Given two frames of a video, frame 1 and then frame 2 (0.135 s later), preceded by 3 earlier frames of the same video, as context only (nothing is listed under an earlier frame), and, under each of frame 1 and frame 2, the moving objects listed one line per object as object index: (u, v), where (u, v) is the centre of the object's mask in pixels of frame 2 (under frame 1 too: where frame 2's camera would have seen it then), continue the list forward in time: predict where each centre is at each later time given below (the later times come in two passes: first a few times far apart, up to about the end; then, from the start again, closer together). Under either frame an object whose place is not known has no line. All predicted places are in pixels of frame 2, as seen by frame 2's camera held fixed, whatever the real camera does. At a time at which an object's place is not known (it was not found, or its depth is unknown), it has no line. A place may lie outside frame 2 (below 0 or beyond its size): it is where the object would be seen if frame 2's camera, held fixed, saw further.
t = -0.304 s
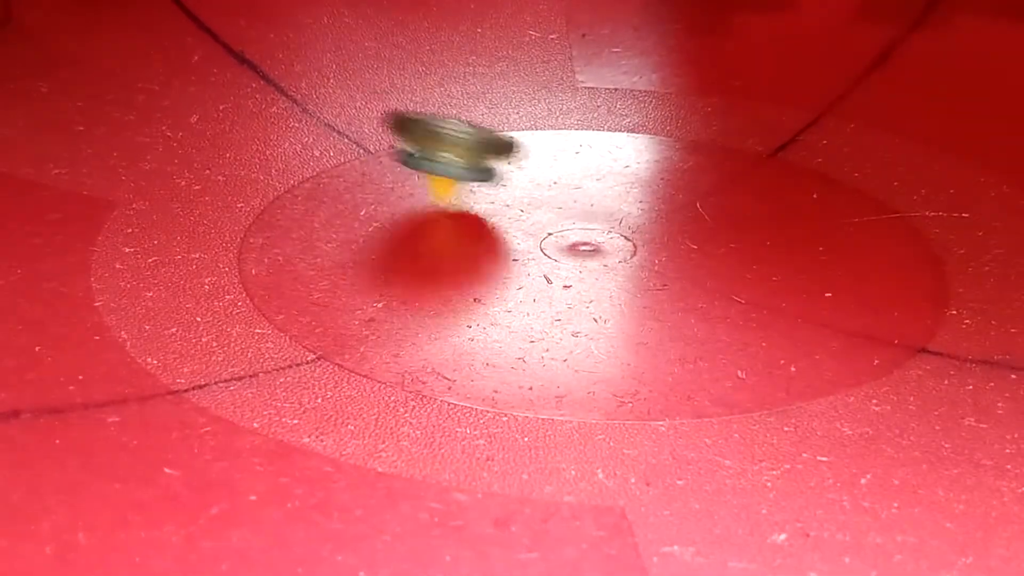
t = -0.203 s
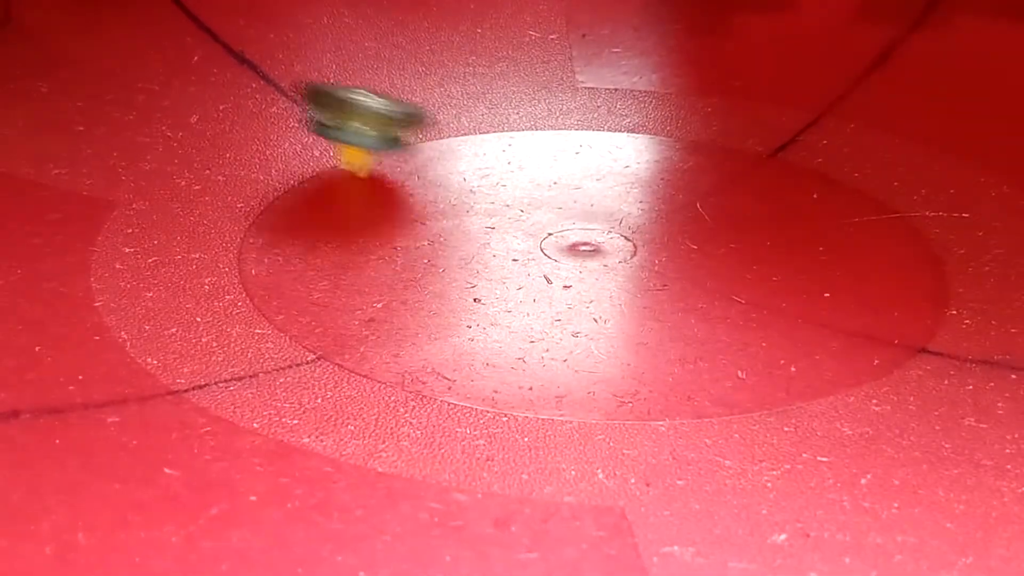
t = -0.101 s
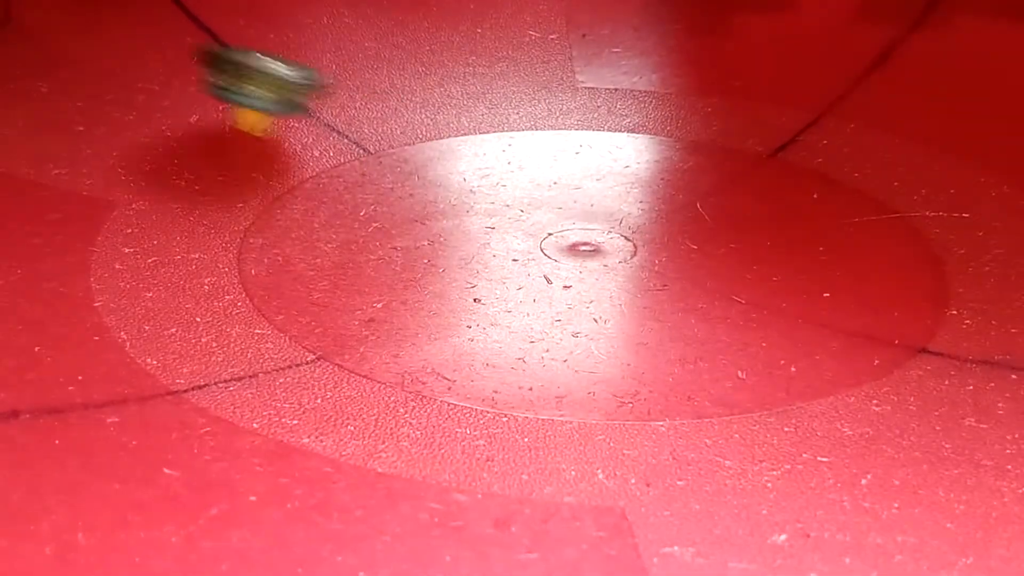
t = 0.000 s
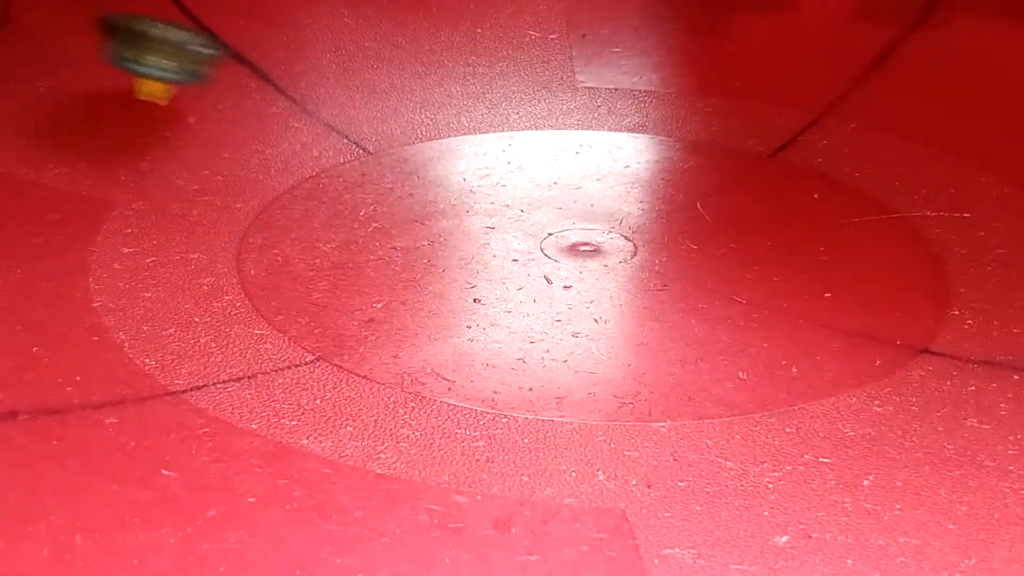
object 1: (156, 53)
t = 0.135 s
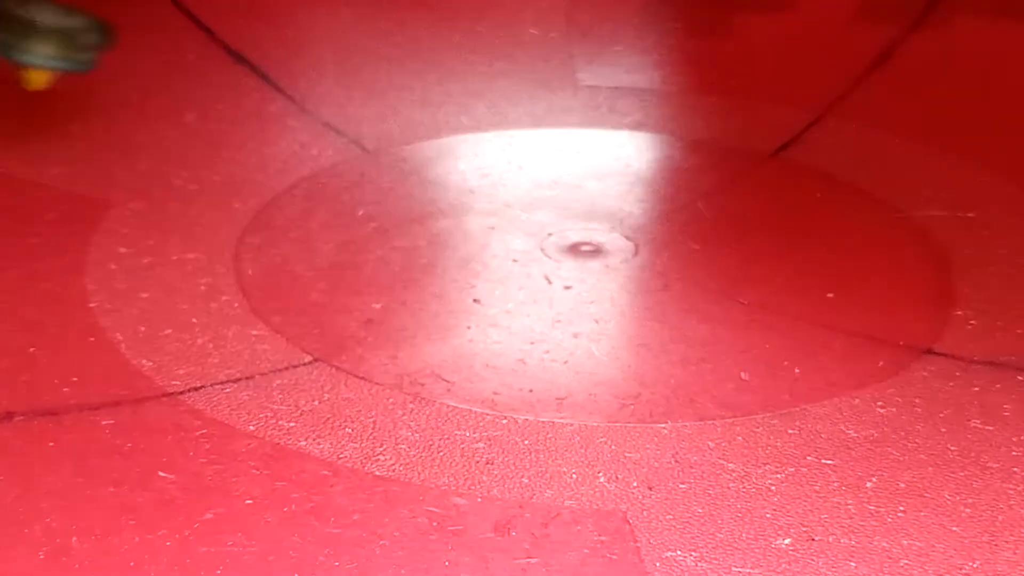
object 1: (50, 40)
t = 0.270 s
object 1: (21, 65)
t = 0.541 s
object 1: (118, 175)
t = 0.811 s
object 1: (477, 140)
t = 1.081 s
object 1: (558, 19)
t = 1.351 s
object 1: (414, 8)
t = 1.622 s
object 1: (398, 85)
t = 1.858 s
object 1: (692, 145)
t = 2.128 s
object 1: (970, 97)
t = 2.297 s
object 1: (917, 52)
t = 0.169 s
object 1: (38, 45)
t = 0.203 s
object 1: (32, 49)
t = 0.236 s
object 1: (26, 56)
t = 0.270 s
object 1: (21, 65)
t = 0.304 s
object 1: (18, 76)
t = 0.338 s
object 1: (17, 90)
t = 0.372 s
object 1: (18, 105)
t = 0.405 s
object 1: (25, 121)
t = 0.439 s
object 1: (35, 141)
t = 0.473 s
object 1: (52, 155)
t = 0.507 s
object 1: (74, 164)
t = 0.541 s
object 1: (118, 175)
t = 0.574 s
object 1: (173, 182)
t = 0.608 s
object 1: (228, 185)
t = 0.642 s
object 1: (282, 184)
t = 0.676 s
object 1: (333, 181)
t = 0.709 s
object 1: (375, 173)
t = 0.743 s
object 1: (413, 165)
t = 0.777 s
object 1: (446, 154)
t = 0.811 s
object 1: (477, 140)
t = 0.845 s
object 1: (504, 123)
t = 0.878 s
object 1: (527, 107)
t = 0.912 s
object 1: (546, 91)
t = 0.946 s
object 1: (558, 74)
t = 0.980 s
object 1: (566, 56)
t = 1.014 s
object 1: (567, 40)
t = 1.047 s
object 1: (565, 27)
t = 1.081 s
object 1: (558, 19)
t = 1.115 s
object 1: (548, 14)
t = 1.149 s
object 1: (535, 9)
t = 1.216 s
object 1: (503, 4)
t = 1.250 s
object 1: (483, 4)
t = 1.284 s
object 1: (461, 4)
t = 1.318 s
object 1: (437, 6)
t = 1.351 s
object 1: (414, 8)
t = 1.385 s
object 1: (394, 11)
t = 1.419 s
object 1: (378, 14)
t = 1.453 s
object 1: (368, 19)
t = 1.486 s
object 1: (362, 27)
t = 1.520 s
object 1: (364, 38)
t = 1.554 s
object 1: (369, 54)
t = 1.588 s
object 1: (381, 70)
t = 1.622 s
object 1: (398, 85)
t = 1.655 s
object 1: (422, 98)
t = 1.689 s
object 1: (448, 111)
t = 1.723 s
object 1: (482, 120)
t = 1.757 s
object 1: (524, 128)
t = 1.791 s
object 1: (573, 136)
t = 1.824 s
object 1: (635, 142)
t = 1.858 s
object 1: (692, 145)
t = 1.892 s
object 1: (739, 147)
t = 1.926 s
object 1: (791, 145)
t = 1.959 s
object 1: (839, 142)
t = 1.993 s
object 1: (883, 135)
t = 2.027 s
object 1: (919, 127)
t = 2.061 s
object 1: (946, 117)
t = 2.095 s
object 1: (963, 108)
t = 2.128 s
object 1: (970, 97)
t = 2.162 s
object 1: (972, 87)
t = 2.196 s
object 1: (969, 76)
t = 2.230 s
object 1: (959, 65)
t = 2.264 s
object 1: (942, 57)
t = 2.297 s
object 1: (917, 52)
